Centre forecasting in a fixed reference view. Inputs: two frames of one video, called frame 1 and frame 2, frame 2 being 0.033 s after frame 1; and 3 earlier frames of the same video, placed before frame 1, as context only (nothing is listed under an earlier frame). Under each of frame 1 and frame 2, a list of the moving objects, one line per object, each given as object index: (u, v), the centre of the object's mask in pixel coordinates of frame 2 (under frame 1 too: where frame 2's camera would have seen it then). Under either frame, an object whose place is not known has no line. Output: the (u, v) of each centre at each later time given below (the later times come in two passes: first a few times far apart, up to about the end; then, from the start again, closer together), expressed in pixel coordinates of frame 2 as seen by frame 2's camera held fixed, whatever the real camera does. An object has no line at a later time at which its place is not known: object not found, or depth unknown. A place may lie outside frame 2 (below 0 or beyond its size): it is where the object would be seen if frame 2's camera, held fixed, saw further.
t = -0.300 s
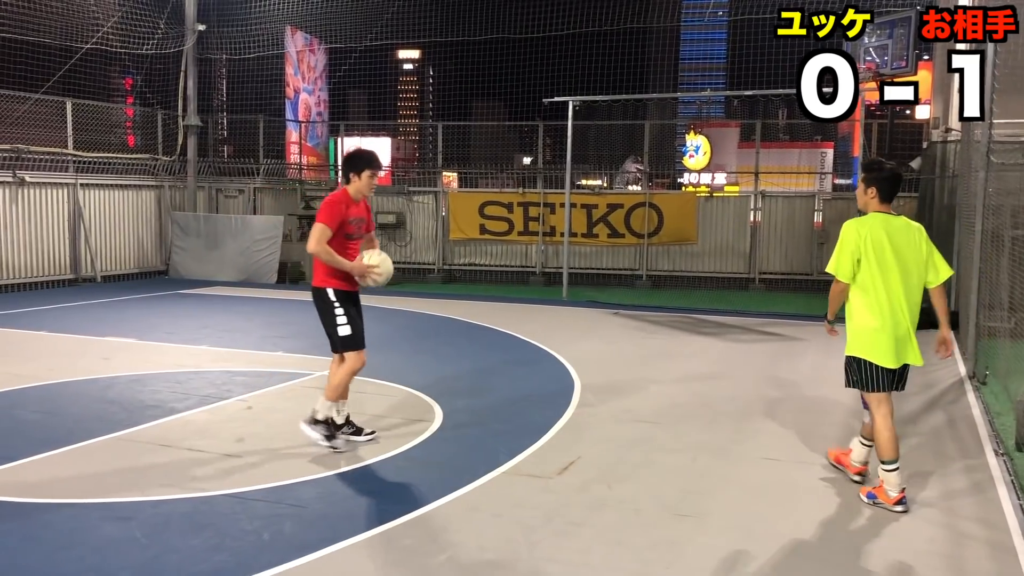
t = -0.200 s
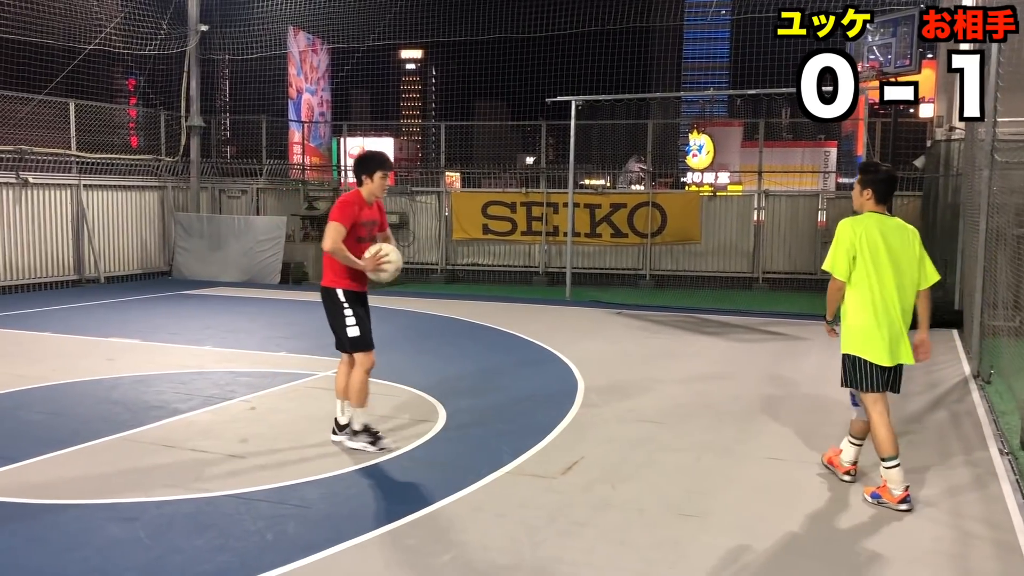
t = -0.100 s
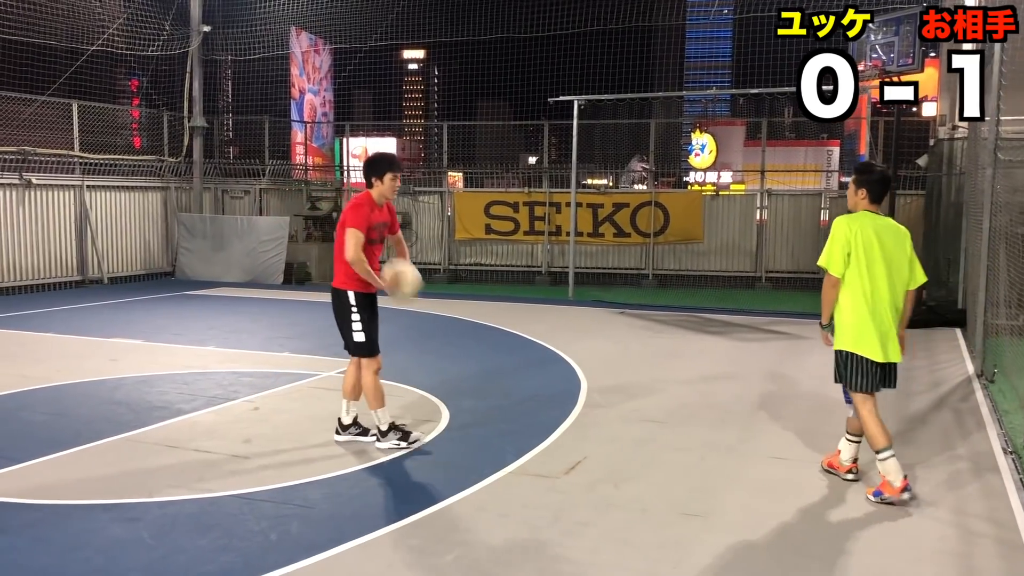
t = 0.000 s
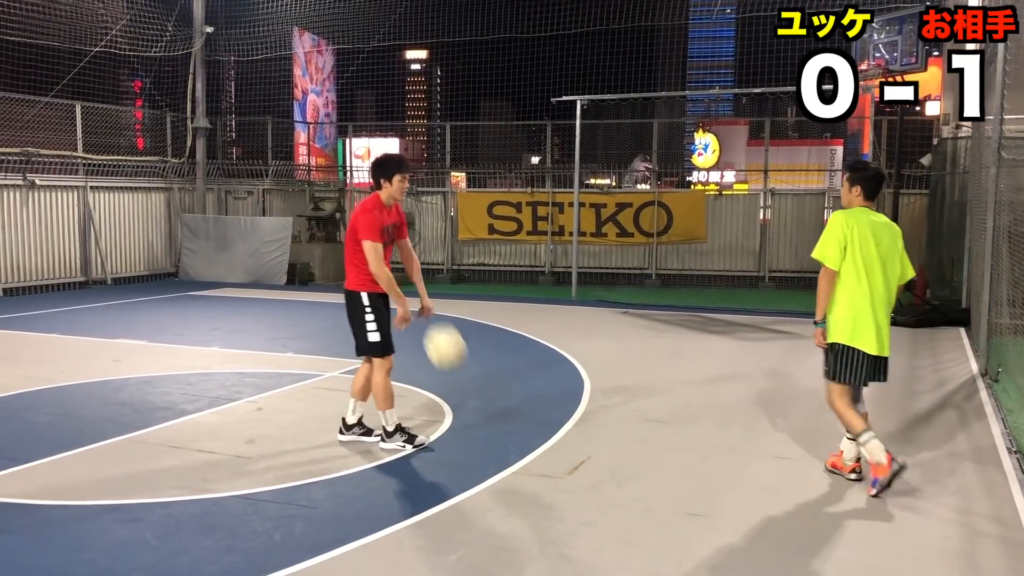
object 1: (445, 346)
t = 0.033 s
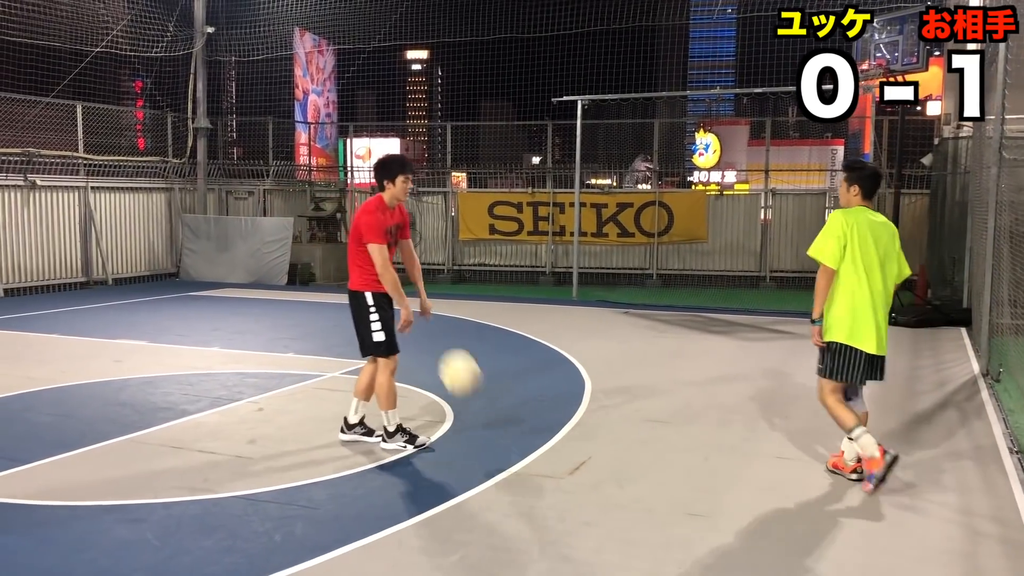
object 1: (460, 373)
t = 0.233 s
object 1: (565, 337)
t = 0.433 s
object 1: (662, 282)
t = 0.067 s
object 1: (474, 401)
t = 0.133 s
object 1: (519, 388)
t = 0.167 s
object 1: (535, 370)
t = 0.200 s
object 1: (549, 353)
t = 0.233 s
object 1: (565, 337)
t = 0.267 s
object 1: (580, 323)
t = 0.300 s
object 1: (597, 312)
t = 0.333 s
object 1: (613, 301)
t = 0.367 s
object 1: (629, 293)
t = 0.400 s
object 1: (645, 287)
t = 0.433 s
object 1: (662, 282)
